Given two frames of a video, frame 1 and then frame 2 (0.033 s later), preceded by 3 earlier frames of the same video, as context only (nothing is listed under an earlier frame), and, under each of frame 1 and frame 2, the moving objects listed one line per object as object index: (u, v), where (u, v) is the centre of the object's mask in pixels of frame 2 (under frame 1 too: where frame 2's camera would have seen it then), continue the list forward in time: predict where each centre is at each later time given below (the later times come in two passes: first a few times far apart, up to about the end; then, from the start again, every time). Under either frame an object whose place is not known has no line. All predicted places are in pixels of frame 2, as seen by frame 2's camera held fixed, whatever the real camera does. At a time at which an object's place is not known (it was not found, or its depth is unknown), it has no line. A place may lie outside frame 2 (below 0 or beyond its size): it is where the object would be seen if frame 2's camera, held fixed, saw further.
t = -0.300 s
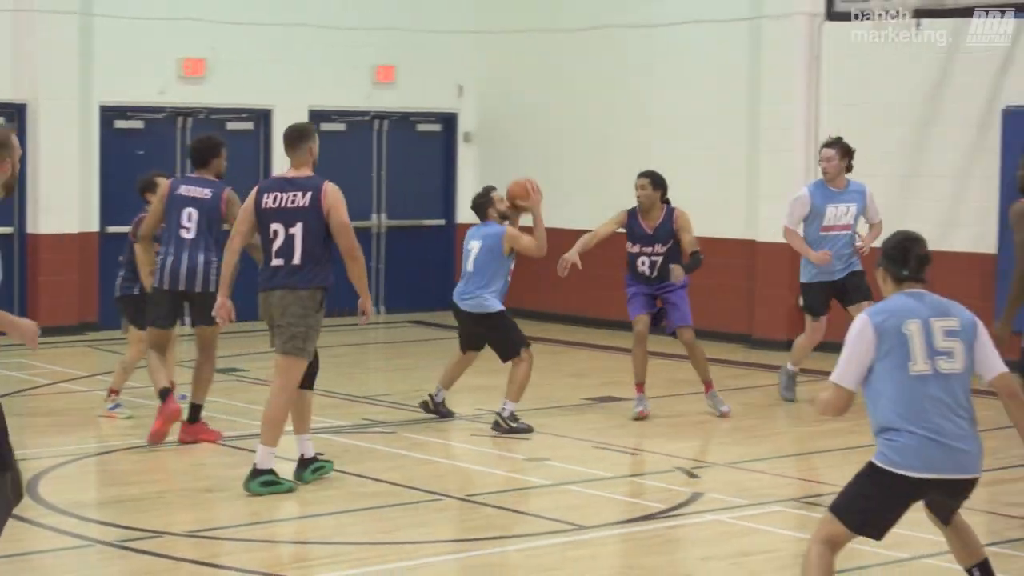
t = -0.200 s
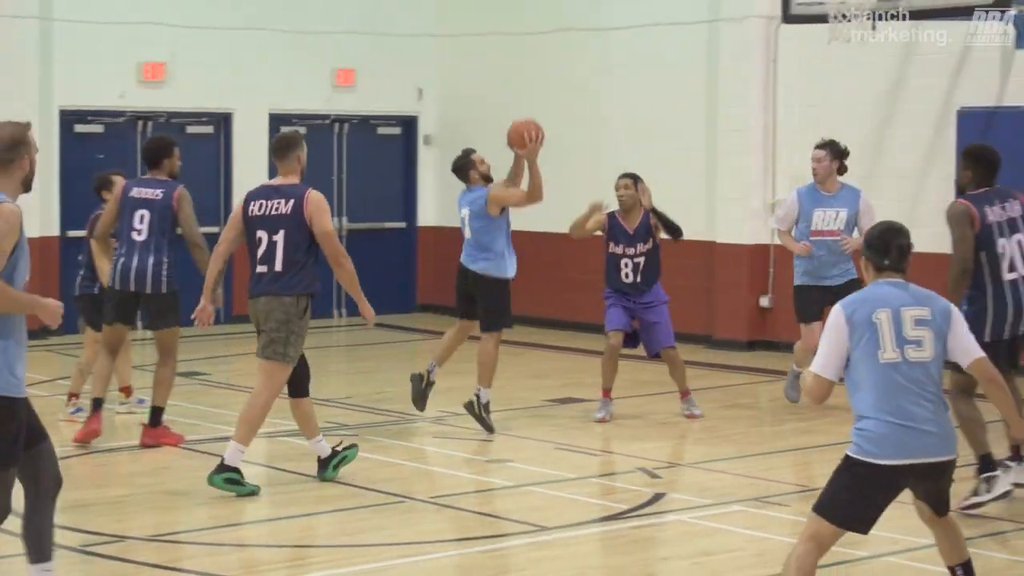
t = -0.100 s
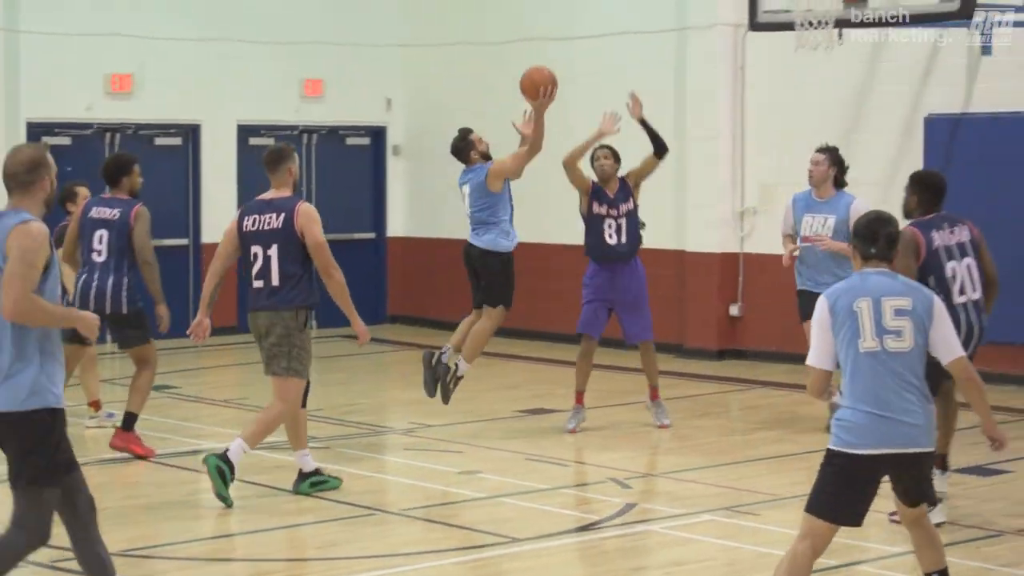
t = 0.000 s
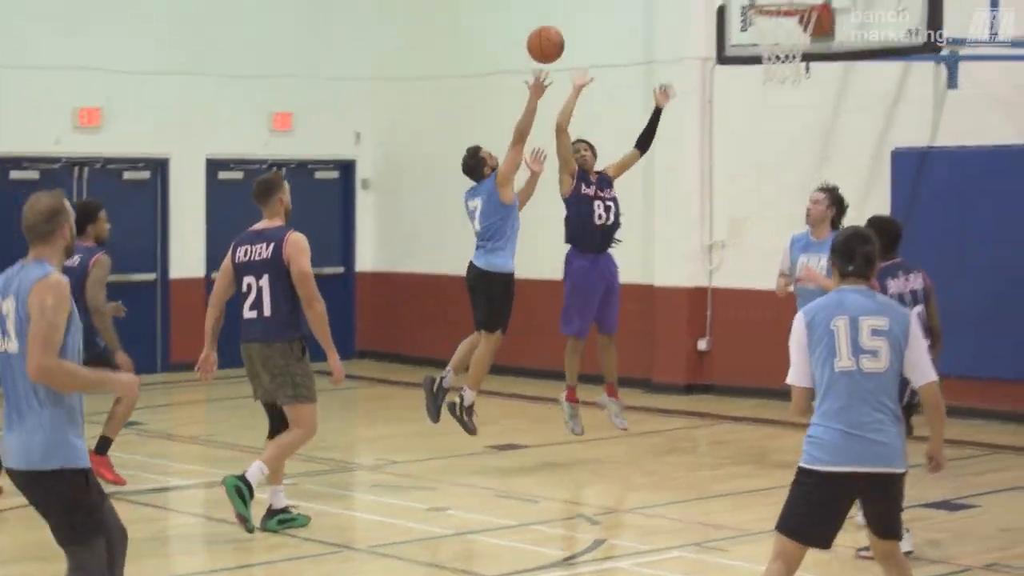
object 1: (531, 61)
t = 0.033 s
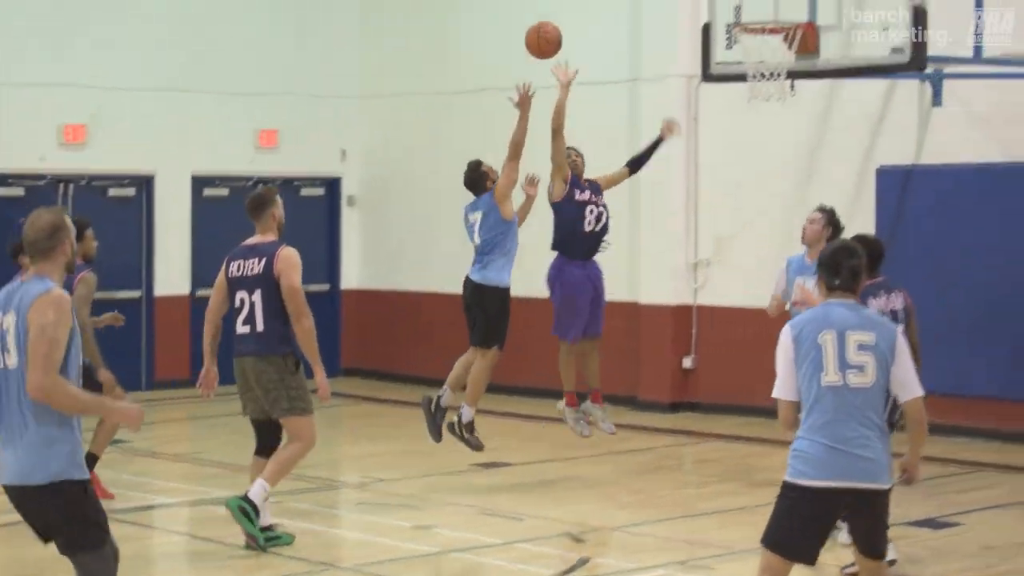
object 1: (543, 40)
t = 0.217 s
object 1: (609, -46)
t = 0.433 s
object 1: (682, -76)
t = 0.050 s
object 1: (549, 30)
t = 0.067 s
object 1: (555, 20)
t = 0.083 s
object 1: (561, 11)
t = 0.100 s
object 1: (566, 2)
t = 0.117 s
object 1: (572, -6)
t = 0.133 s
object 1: (578, -14)
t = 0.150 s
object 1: (584, -21)
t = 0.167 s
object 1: (590, -28)
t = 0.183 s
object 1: (596, -35)
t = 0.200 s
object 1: (603, -41)
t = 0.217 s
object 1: (609, -46)
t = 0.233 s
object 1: (615, -51)
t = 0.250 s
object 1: (620, -56)
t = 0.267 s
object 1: (626, -59)
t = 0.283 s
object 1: (632, -63)
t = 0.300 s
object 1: (638, -66)
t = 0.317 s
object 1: (644, -69)
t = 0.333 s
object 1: (650, -71)
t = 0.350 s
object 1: (656, -73)
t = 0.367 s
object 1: (661, -74)
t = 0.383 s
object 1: (666, -76)
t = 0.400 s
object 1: (672, -76)
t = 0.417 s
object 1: (677, -77)
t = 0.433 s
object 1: (682, -76)
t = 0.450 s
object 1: (687, -75)
